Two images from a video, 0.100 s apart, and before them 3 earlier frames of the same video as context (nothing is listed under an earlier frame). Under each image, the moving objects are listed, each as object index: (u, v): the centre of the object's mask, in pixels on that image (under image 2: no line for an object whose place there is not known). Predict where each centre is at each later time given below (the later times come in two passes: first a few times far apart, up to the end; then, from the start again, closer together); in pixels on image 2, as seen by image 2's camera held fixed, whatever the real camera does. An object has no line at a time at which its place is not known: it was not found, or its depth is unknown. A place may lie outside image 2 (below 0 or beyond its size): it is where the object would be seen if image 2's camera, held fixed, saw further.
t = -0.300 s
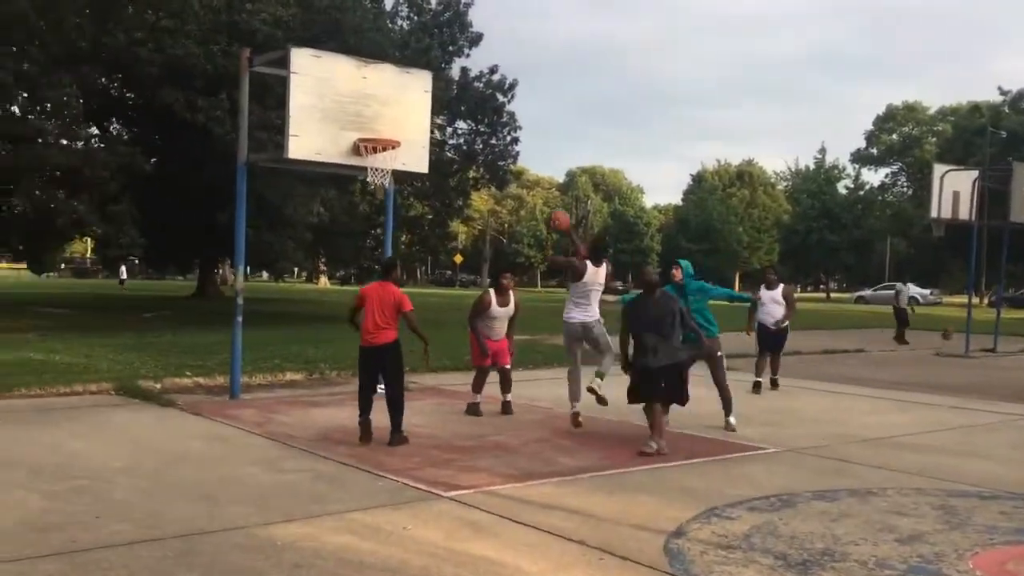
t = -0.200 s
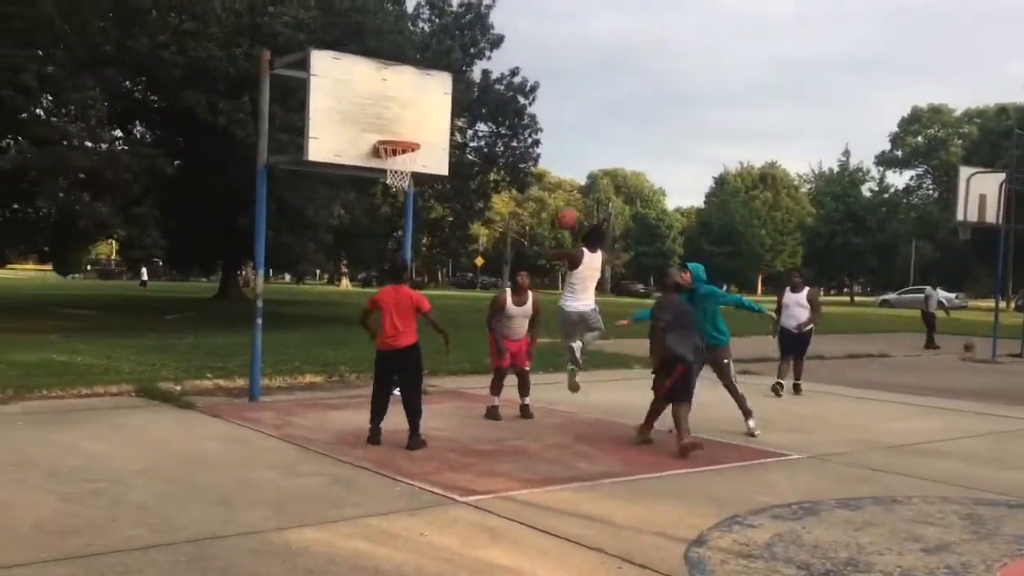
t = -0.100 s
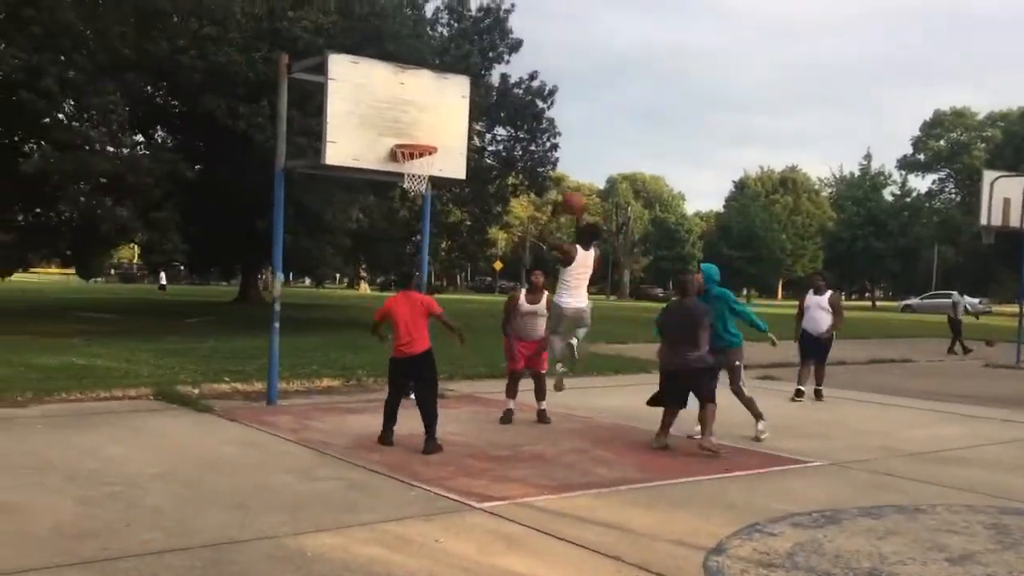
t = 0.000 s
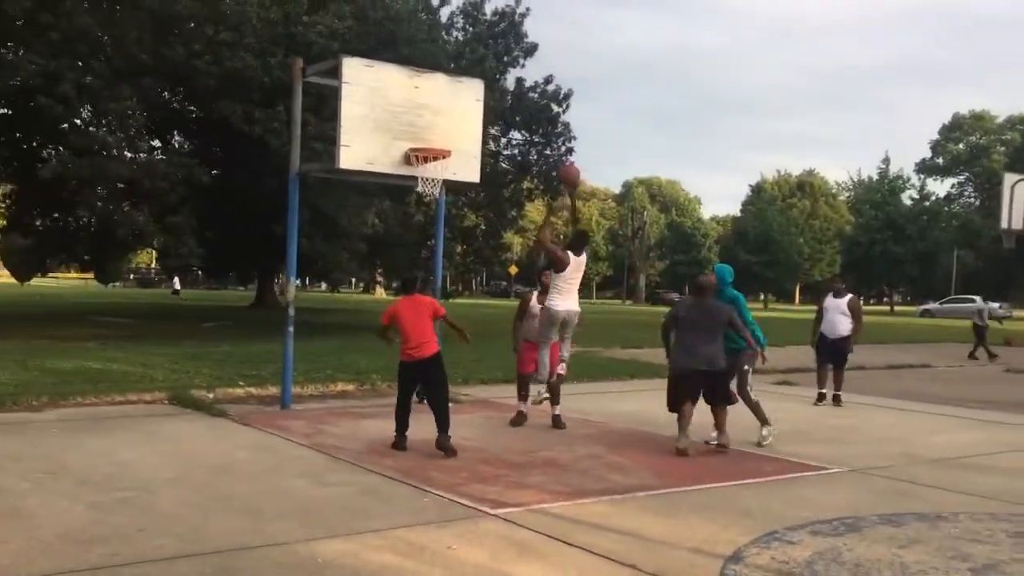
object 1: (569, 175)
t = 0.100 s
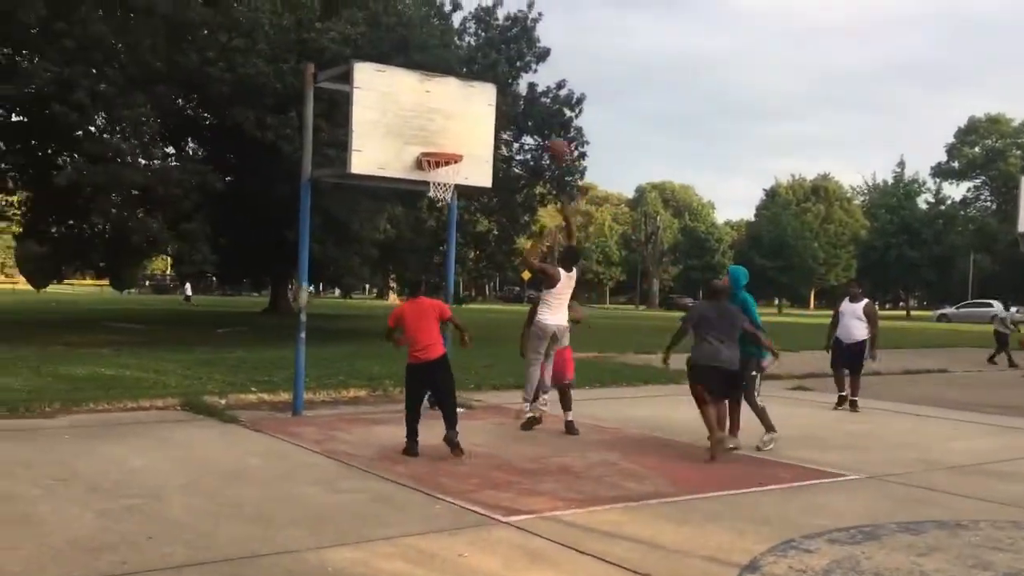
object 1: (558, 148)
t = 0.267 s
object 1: (520, 121)
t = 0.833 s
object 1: (445, 164)
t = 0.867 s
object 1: (449, 166)
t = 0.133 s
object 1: (550, 140)
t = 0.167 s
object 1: (542, 135)
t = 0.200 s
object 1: (535, 128)
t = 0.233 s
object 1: (526, 125)
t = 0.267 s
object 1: (520, 121)
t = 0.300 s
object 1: (512, 120)
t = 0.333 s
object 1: (505, 119)
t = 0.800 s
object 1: (440, 162)
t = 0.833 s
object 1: (445, 164)
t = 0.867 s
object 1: (449, 166)
